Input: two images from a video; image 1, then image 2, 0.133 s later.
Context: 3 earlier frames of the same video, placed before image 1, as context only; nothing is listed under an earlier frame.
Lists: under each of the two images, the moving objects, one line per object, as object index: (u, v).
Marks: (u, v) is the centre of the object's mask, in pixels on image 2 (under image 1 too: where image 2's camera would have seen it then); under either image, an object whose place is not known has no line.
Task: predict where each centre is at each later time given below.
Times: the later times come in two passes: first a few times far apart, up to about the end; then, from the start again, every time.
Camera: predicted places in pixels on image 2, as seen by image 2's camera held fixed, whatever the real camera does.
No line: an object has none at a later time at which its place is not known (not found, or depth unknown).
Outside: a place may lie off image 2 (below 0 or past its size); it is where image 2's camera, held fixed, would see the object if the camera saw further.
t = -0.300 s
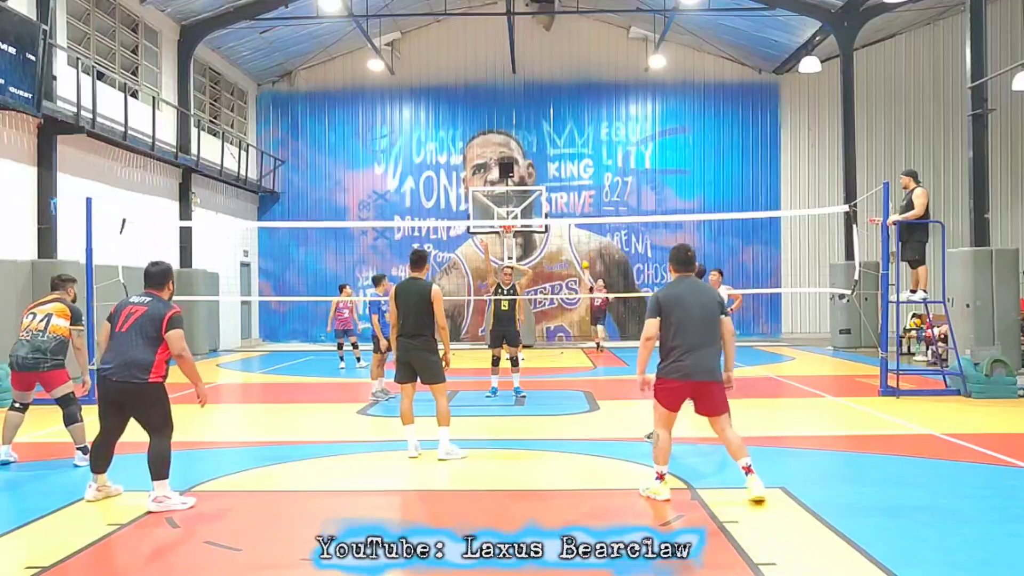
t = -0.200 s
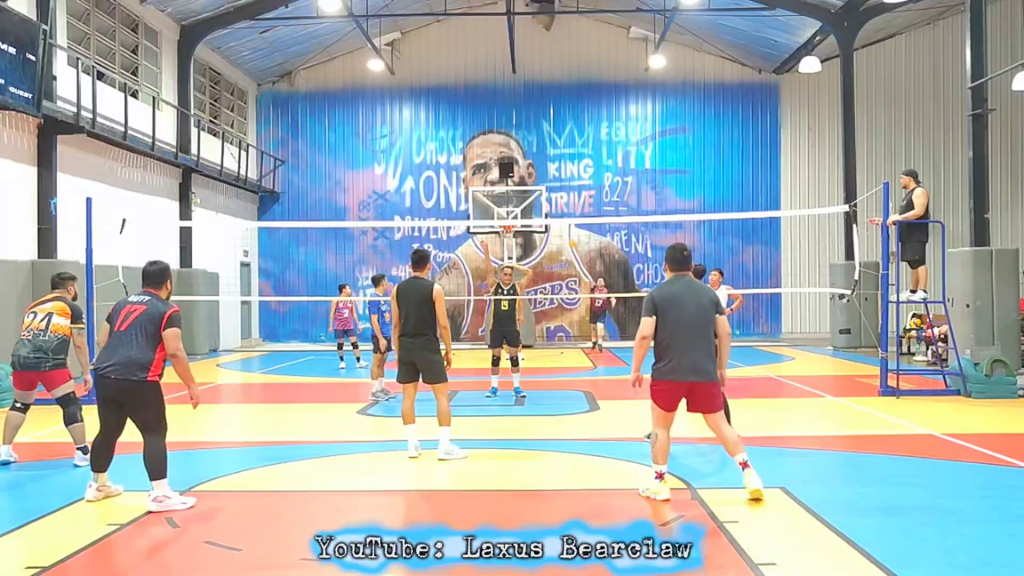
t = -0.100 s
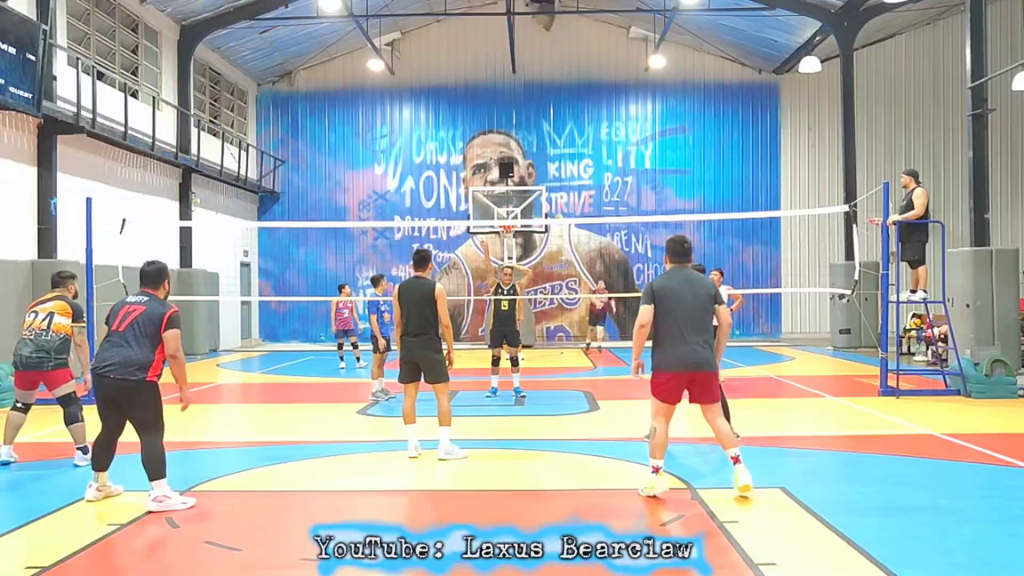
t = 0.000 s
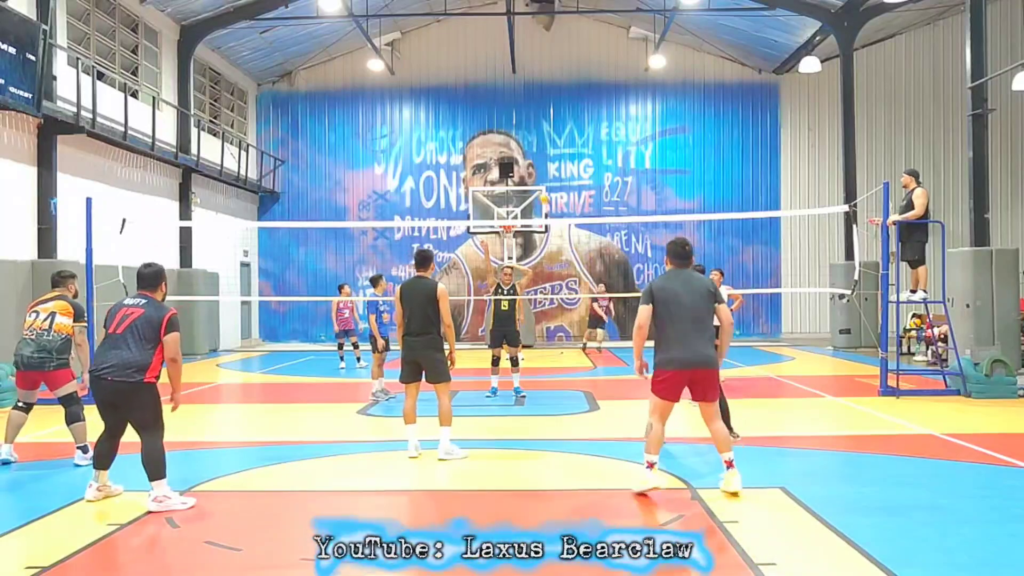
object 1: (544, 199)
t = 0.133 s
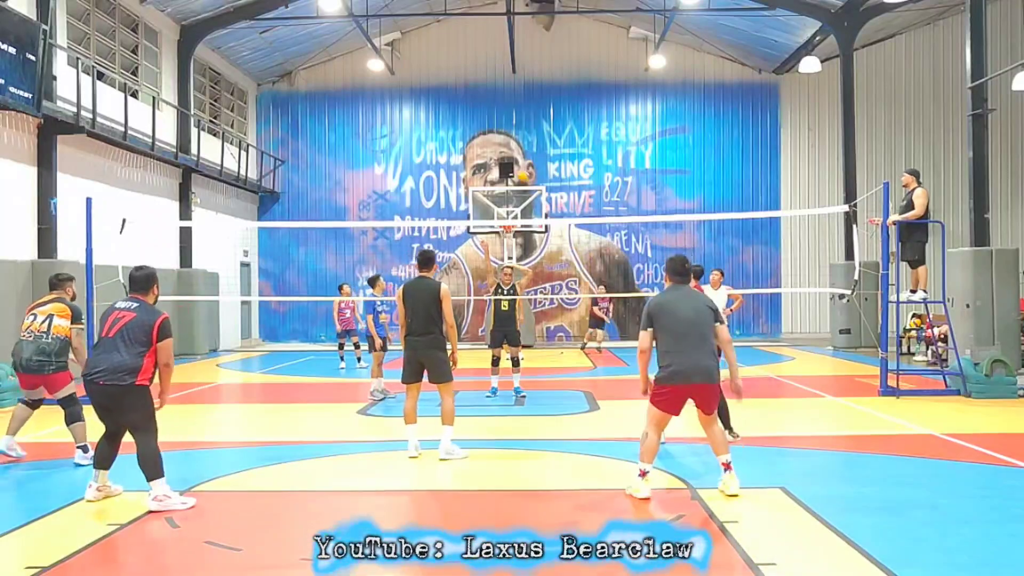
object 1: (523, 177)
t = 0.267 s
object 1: (499, 160)
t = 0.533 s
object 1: (444, 150)
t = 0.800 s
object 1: (370, 198)
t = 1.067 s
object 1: (271, 333)
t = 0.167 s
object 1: (516, 169)
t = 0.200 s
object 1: (510, 166)
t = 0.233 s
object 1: (505, 162)
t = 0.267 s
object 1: (499, 160)
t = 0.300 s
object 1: (492, 157)
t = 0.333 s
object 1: (486, 152)
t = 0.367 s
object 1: (479, 149)
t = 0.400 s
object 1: (472, 148)
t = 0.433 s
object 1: (466, 148)
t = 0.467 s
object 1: (459, 148)
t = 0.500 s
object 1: (451, 148)
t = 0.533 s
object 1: (444, 150)
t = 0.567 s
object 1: (437, 154)
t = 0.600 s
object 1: (428, 157)
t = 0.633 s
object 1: (419, 160)
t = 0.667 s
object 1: (411, 163)
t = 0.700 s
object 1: (402, 171)
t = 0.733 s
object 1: (391, 180)
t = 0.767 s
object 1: (380, 188)
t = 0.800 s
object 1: (370, 198)
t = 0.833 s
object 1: (361, 208)
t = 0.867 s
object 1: (351, 220)
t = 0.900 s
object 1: (337, 237)
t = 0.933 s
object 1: (326, 250)
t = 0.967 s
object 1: (314, 268)
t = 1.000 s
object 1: (300, 286)
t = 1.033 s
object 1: (283, 314)
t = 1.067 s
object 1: (271, 333)
